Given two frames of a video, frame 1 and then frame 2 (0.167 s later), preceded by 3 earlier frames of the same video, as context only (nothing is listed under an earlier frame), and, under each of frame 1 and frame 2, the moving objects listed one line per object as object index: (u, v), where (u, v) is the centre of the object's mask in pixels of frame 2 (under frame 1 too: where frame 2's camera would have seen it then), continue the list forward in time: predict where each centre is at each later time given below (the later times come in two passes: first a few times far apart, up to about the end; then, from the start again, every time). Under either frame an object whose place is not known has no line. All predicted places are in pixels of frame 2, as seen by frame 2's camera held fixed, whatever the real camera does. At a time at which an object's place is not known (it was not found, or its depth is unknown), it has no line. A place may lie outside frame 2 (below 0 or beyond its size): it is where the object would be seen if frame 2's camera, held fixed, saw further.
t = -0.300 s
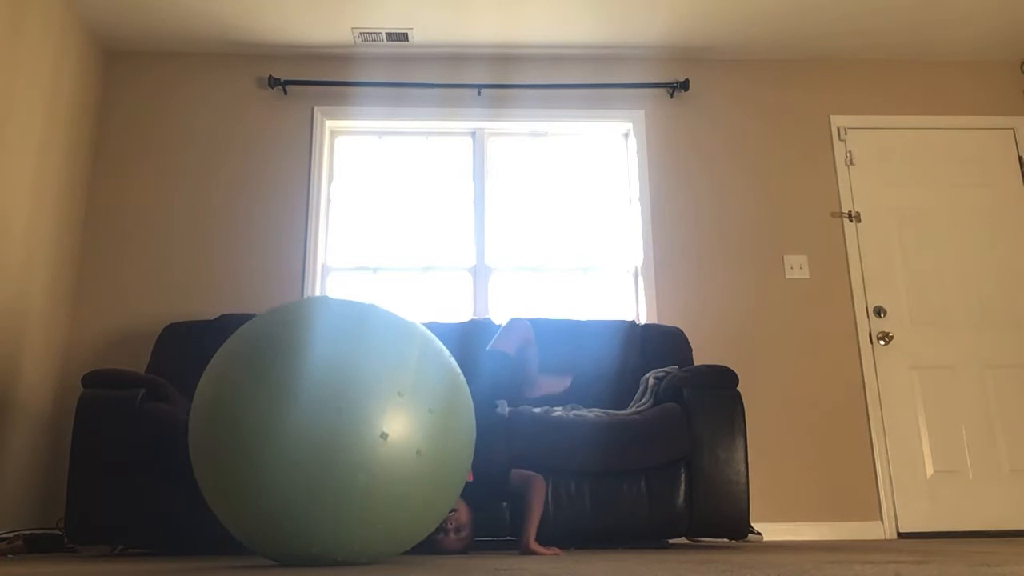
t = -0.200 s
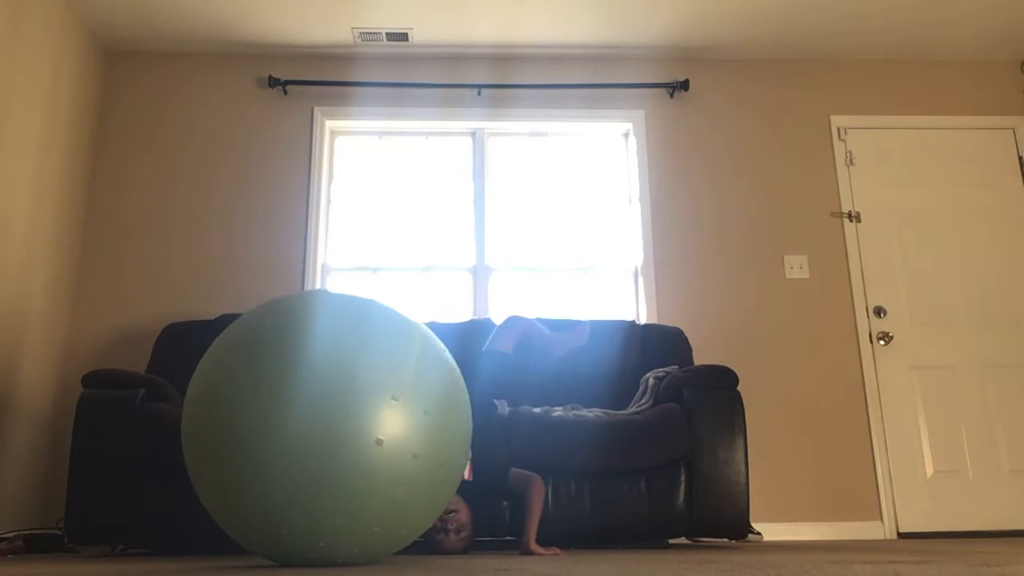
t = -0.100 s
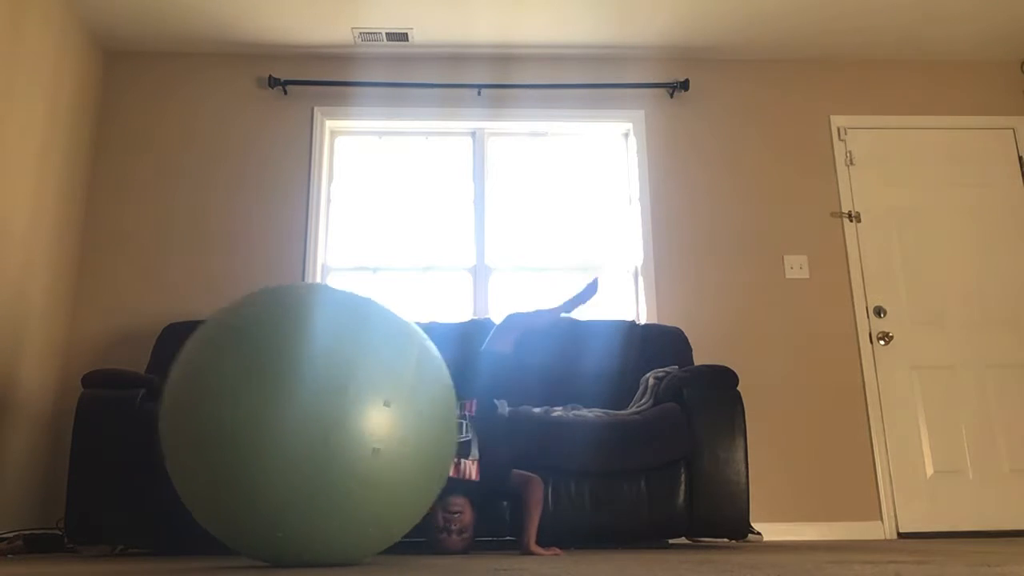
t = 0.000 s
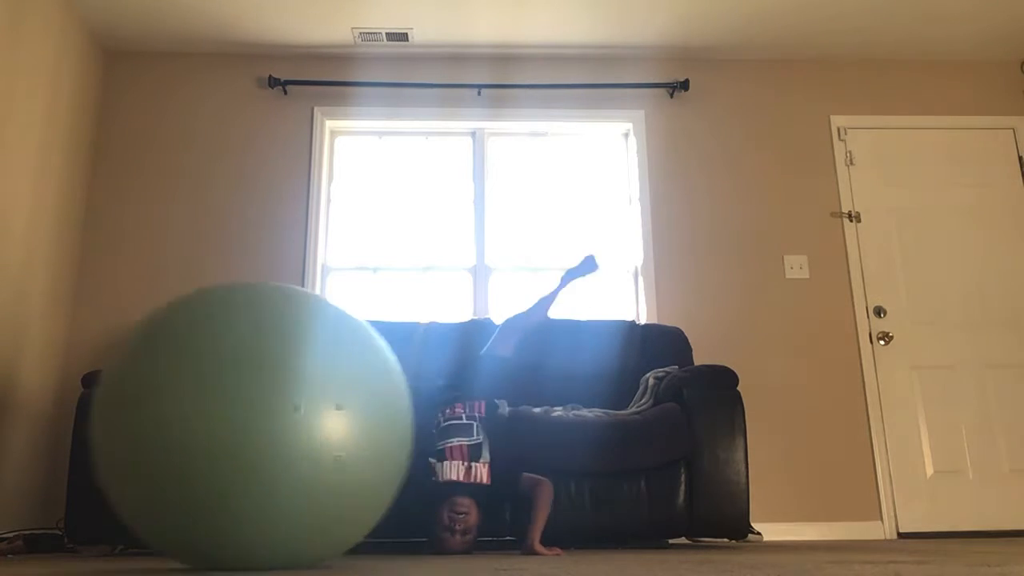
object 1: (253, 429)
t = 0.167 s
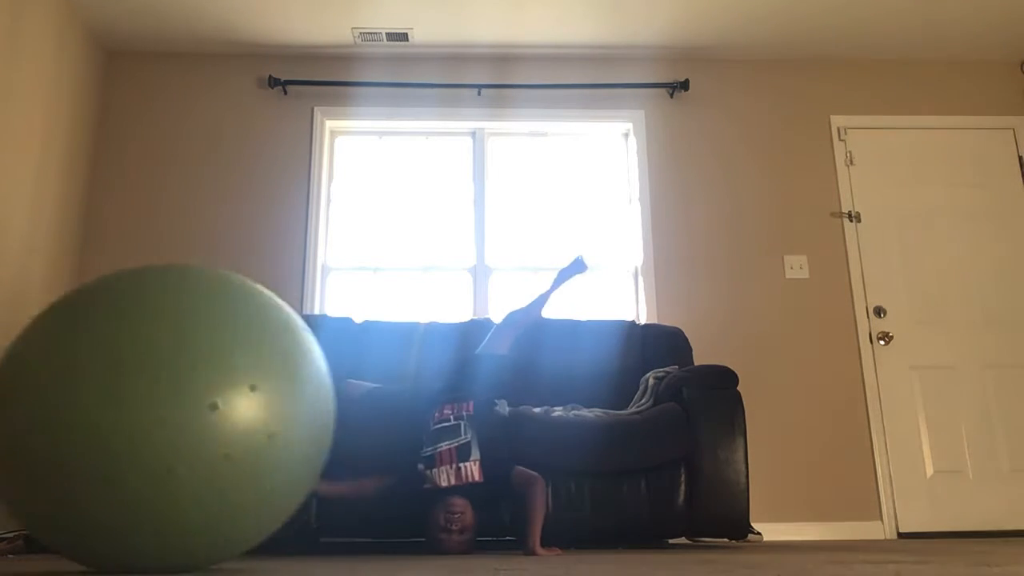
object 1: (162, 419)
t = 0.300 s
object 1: (127, 417)
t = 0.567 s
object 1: (93, 412)
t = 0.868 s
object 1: (83, 420)
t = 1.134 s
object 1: (85, 426)
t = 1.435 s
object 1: (98, 426)
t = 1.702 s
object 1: (112, 422)
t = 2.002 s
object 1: (121, 418)
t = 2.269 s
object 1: (118, 415)
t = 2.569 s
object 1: (105, 415)
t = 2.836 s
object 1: (94, 419)
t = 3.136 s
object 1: (88, 423)
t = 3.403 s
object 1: (90, 425)
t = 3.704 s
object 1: (99, 422)
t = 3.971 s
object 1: (109, 419)
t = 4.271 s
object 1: (115, 418)
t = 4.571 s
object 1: (112, 418)
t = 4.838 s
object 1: (105, 420)
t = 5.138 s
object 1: (97, 423)
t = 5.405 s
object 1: (92, 424)
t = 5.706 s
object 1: (94, 423)
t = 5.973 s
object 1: (99, 420)
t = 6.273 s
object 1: (106, 418)
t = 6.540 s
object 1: (110, 418)
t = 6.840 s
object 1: (110, 419)
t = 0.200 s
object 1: (152, 419)
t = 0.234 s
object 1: (142, 420)
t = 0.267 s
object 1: (134, 418)
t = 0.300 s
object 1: (127, 417)
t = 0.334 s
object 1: (120, 414)
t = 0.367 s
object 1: (115, 412)
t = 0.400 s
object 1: (110, 412)
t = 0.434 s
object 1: (105, 413)
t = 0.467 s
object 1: (102, 414)
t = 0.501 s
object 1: (98, 415)
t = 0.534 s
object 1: (96, 414)
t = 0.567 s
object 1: (93, 412)
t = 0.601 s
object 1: (91, 412)
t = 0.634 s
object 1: (89, 412)
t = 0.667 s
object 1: (88, 414)
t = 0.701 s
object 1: (87, 417)
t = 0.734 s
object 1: (86, 418)
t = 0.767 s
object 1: (84, 417)
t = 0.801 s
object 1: (84, 417)
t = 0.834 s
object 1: (83, 418)
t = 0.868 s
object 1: (83, 420)
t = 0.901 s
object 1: (82, 421)
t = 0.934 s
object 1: (82, 423)
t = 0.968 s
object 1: (82, 424)
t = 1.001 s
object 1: (83, 423)
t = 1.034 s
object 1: (83, 423)
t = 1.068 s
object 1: (84, 424)
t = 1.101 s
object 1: (85, 424)
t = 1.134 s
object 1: (85, 426)
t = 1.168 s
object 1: (86, 427)
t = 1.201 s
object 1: (88, 426)
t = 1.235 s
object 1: (89, 426)
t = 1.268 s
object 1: (90, 426)
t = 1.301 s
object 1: (92, 425)
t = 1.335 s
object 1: (93, 426)
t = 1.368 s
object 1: (95, 427)
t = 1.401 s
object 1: (96, 426)
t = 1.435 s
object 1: (98, 426)
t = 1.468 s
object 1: (100, 425)
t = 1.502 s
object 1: (101, 424)
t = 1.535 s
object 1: (103, 424)
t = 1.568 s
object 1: (105, 424)
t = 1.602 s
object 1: (107, 424)
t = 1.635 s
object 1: (108, 423)
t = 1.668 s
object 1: (110, 422)
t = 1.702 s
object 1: (112, 422)
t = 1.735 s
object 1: (113, 421)
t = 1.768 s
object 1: (114, 421)
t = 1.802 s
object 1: (116, 421)
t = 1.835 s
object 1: (117, 420)
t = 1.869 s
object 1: (118, 419)
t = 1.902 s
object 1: (119, 418)
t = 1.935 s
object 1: (120, 418)
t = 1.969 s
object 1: (120, 418)
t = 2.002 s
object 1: (121, 418)
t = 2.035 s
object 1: (121, 418)
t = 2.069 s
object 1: (121, 416)
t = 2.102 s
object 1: (121, 416)
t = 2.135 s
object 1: (121, 415)
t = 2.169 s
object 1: (120, 416)
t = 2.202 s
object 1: (120, 415)
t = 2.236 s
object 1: (119, 416)
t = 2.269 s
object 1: (118, 415)
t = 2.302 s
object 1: (117, 415)
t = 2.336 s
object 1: (115, 415)
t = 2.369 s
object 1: (114, 415)
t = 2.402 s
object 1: (113, 415)
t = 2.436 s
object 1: (111, 415)
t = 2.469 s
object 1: (110, 415)
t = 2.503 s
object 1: (108, 415)
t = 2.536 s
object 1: (107, 415)
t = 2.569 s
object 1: (105, 415)
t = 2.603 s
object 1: (104, 416)
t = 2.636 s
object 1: (102, 416)
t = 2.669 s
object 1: (101, 416)
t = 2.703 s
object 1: (99, 417)
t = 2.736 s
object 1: (98, 417)
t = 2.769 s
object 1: (97, 418)
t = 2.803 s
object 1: (95, 419)
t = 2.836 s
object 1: (94, 419)
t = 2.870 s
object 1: (93, 420)
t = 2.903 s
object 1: (92, 420)
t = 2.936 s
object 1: (91, 420)
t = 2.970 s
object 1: (90, 421)
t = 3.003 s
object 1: (90, 422)
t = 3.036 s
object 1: (89, 423)
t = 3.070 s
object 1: (89, 423)
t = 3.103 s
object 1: (88, 423)
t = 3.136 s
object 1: (88, 423)
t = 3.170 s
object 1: (88, 424)
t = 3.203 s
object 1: (88, 424)
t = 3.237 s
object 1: (88, 425)
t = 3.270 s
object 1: (88, 425)
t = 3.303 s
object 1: (88, 425)
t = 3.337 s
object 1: (89, 425)
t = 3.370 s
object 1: (90, 425)
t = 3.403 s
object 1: (90, 425)
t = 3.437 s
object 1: (91, 425)
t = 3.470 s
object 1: (91, 425)
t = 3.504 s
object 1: (93, 424)
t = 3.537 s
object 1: (94, 424)
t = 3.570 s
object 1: (95, 424)
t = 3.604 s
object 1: (96, 424)
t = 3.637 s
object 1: (97, 424)
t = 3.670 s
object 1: (98, 423)
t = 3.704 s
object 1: (99, 422)
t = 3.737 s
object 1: (100, 422)
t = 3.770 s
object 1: (102, 421)
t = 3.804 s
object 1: (103, 421)
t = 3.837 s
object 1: (105, 421)
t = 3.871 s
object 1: (105, 420)
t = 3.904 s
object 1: (106, 420)
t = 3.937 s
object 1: (108, 420)
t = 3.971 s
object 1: (109, 419)
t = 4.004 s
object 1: (110, 419)
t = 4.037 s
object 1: (110, 418)
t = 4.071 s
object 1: (111, 418)
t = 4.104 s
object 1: (112, 418)
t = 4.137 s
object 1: (113, 418)
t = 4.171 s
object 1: (114, 418)
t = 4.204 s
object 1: (114, 418)
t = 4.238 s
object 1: (115, 418)
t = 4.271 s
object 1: (115, 418)
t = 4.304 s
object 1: (115, 417)
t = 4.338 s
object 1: (115, 417)
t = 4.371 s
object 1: (115, 418)
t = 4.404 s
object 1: (115, 417)
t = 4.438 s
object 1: (115, 417)
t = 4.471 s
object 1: (114, 417)
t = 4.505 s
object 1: (114, 418)
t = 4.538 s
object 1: (113, 418)
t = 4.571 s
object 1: (112, 418)
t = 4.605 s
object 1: (112, 417)
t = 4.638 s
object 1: (111, 418)
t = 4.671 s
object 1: (110, 418)
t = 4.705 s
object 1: (109, 418)
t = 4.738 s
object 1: (108, 418)
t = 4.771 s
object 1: (107, 419)
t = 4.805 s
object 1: (106, 419)
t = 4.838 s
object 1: (105, 420)
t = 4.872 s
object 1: (104, 420)
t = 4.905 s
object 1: (103, 420)
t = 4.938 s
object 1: (102, 420)
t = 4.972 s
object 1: (101, 421)
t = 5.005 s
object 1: (100, 421)
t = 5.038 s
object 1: (99, 422)
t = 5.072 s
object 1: (98, 422)
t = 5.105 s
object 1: (98, 422)
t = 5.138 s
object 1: (97, 423)
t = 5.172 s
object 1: (96, 423)
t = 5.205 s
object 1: (95, 423)
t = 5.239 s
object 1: (95, 423)
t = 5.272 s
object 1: (94, 424)
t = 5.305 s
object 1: (93, 424)
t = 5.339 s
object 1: (93, 424)
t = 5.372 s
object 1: (93, 424)
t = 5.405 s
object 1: (92, 424)
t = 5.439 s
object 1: (92, 424)
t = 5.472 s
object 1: (92, 424)
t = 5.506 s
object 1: (92, 424)
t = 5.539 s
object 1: (92, 424)
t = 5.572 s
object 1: (92, 424)
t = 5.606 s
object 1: (92, 423)
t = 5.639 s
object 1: (93, 423)
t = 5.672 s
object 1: (93, 423)
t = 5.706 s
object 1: (94, 423)
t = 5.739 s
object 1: (94, 422)
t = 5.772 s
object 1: (95, 422)
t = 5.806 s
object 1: (95, 422)
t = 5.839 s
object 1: (96, 421)
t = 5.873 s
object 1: (97, 421)
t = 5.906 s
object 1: (98, 421)
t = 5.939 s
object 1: (98, 421)
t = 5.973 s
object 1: (99, 420)
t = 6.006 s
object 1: (100, 420)
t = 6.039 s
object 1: (101, 419)
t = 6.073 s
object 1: (102, 419)
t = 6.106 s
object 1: (103, 419)
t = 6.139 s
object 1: (104, 419)
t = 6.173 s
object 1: (104, 418)
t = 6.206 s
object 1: (105, 418)
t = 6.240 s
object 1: (106, 418)
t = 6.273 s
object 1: (106, 418)
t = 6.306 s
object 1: (107, 418)
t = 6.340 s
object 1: (108, 418)
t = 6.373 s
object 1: (108, 417)
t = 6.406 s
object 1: (109, 418)
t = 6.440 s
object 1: (109, 417)
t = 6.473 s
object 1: (110, 418)
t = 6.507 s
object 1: (110, 417)
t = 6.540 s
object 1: (110, 418)
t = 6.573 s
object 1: (110, 417)
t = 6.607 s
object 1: (110, 418)
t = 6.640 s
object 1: (110, 418)
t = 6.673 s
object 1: (110, 418)
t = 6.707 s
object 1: (111, 418)
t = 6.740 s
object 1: (111, 418)
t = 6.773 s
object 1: (110, 419)
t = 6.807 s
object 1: (110, 419)
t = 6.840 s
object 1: (110, 419)
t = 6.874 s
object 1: (109, 419)
